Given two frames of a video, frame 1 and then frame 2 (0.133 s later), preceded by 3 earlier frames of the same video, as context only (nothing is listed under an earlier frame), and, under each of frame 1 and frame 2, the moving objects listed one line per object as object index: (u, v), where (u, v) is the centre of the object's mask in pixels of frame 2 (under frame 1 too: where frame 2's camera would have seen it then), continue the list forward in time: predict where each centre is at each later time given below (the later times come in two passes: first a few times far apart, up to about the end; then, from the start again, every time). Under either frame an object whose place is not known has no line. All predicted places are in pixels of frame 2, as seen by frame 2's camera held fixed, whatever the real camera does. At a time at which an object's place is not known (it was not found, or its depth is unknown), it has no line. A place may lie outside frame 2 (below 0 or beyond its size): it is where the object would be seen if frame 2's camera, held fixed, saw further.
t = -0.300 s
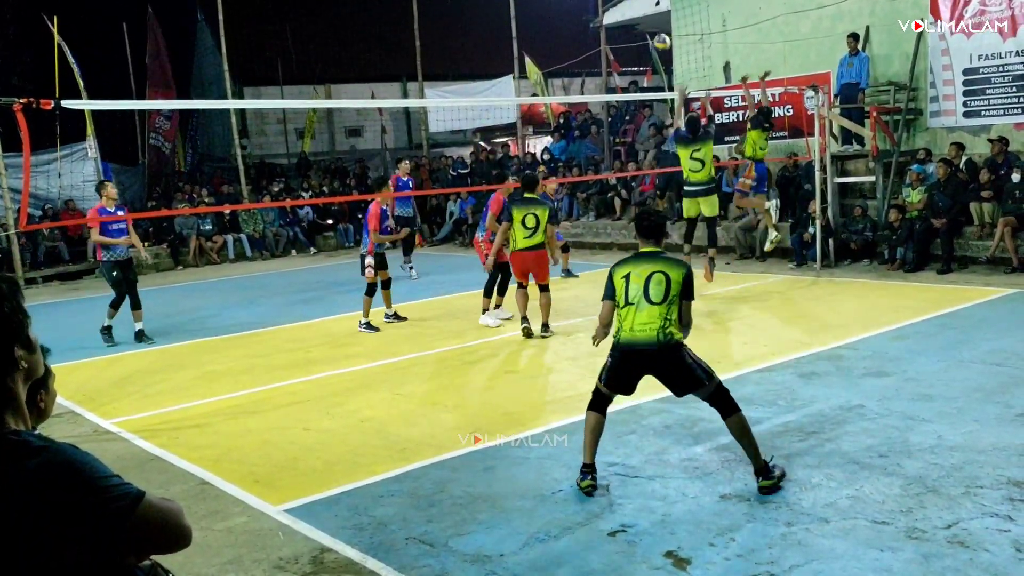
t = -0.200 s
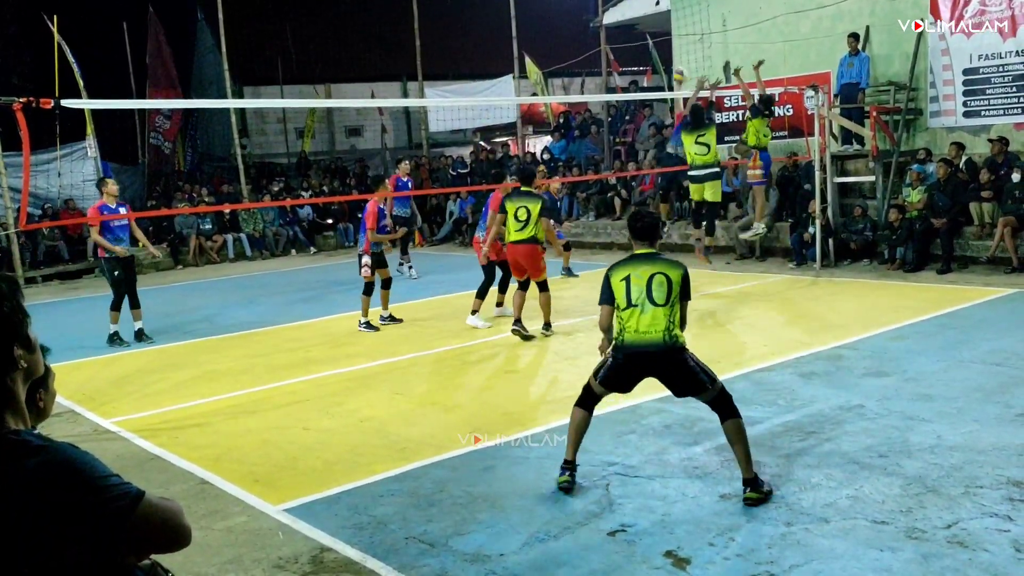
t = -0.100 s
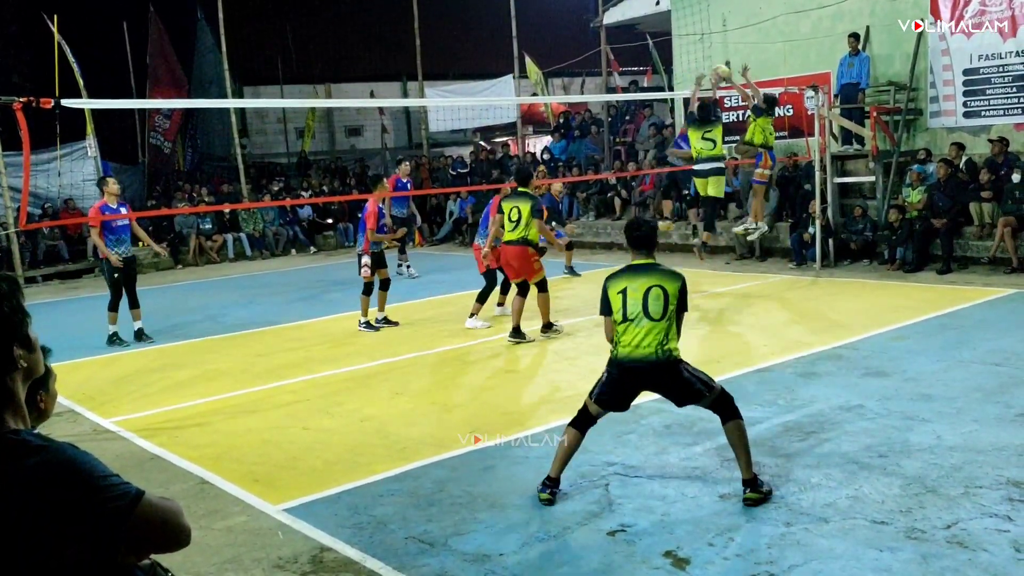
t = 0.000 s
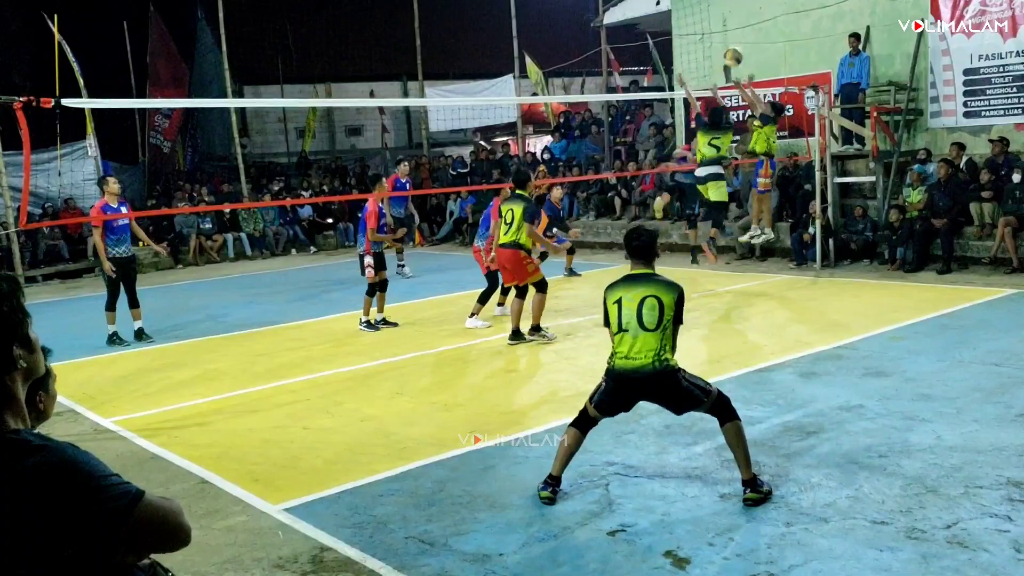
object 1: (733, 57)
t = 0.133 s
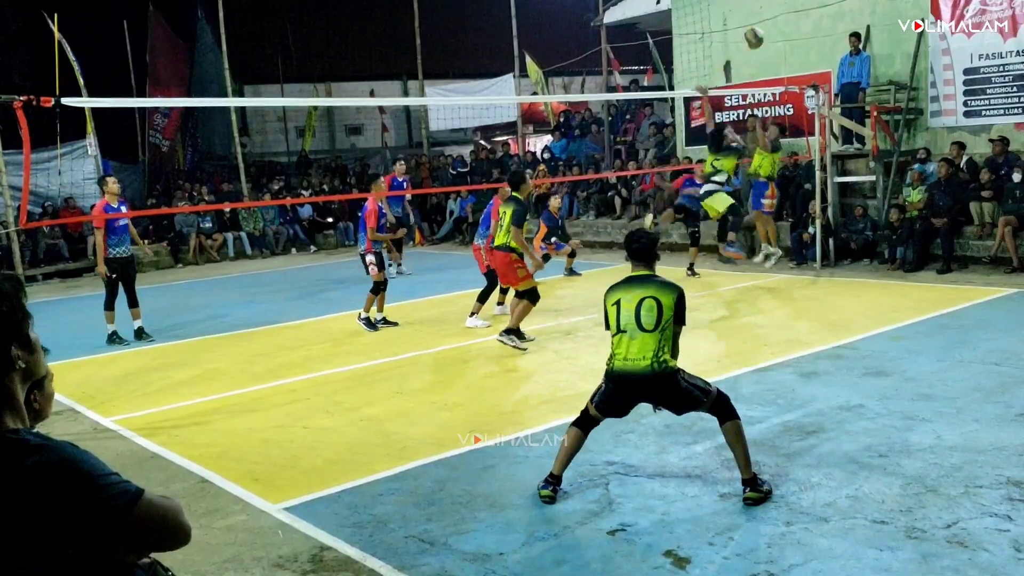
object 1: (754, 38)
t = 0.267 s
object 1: (779, 39)
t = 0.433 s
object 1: (822, 77)
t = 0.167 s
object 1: (759, 37)
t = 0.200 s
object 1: (766, 36)
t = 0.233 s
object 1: (772, 37)
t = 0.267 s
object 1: (779, 39)
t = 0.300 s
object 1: (787, 43)
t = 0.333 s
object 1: (795, 48)
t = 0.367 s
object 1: (803, 55)
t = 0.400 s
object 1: (812, 65)
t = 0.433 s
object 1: (822, 77)
